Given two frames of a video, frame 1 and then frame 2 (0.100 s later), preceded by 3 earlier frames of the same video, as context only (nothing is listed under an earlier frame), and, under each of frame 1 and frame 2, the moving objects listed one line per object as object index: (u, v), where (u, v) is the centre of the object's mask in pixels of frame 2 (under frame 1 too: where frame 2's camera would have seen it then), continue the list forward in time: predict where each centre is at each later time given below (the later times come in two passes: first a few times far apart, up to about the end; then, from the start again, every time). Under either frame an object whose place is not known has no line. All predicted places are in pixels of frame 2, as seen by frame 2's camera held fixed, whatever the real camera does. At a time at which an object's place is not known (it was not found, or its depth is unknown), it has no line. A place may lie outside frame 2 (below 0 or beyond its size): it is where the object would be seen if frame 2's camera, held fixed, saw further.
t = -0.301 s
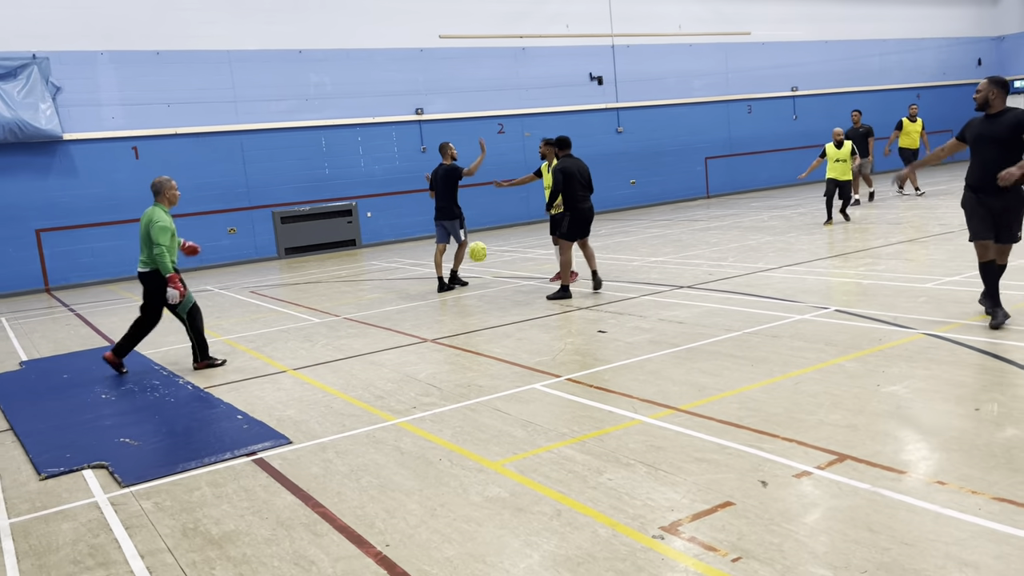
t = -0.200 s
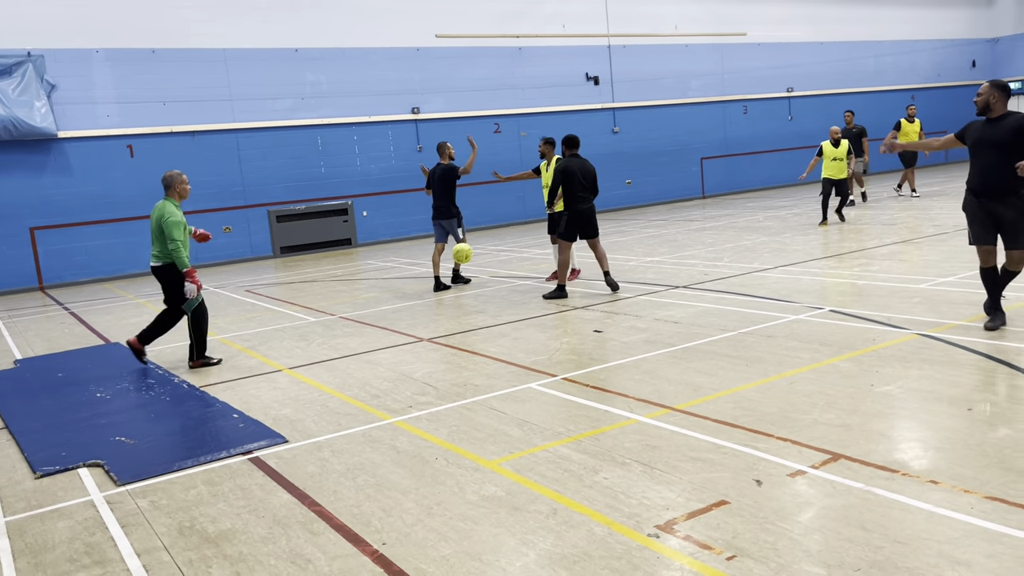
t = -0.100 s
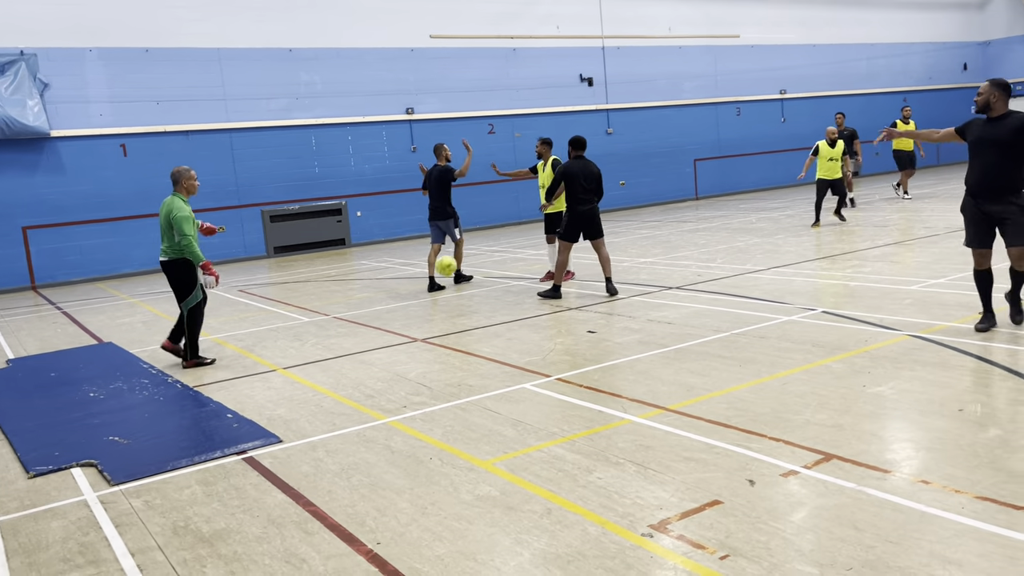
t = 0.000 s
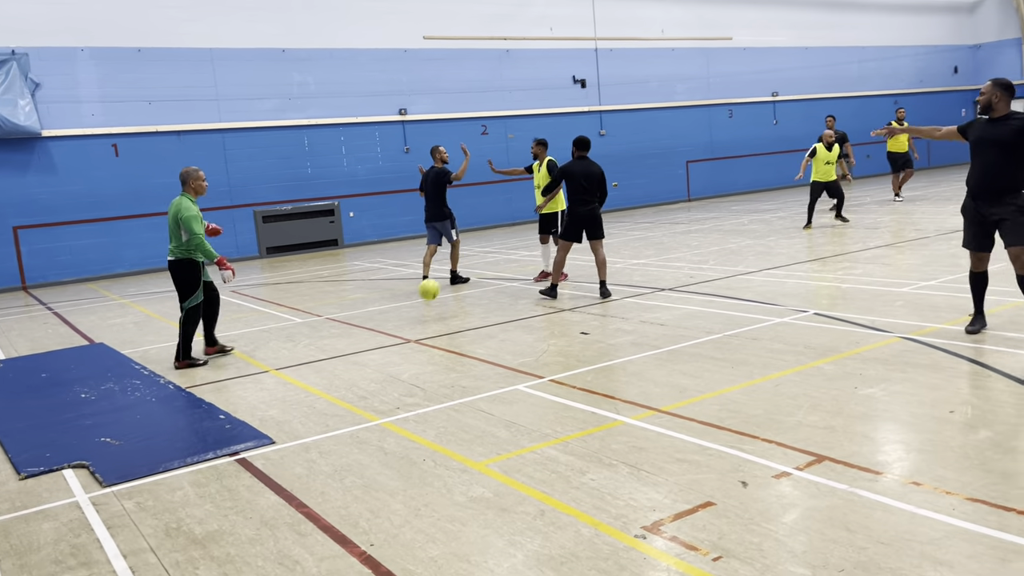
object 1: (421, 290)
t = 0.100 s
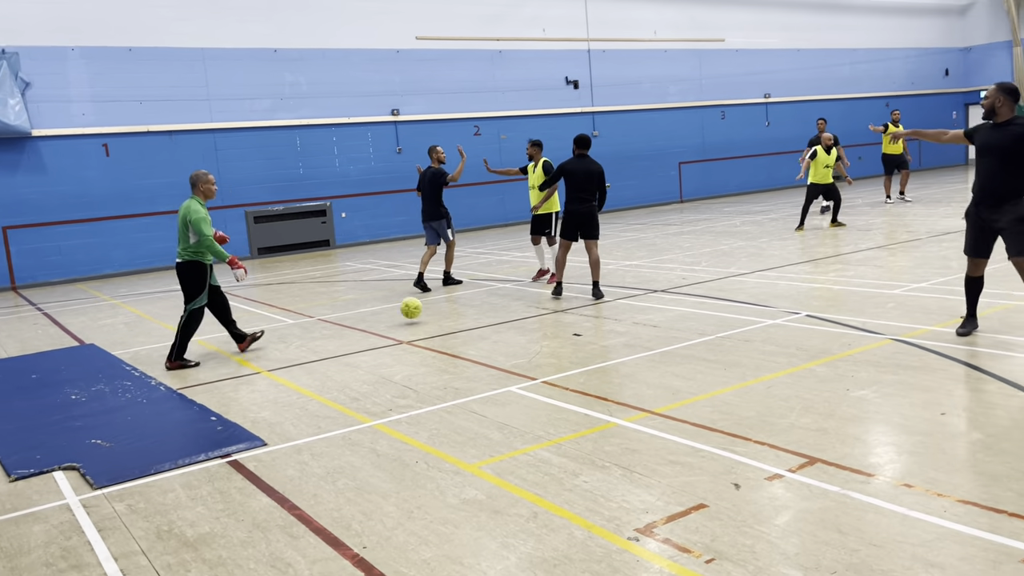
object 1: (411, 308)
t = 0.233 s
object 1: (392, 288)
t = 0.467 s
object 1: (361, 298)
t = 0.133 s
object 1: (406, 301)
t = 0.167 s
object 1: (401, 296)
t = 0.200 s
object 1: (397, 291)
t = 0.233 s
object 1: (392, 288)
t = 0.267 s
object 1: (387, 286)
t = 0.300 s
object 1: (383, 285)
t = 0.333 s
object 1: (378, 285)
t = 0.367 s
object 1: (374, 287)
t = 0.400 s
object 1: (370, 289)
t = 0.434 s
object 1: (365, 293)
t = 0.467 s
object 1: (361, 298)
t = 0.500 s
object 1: (357, 304)
